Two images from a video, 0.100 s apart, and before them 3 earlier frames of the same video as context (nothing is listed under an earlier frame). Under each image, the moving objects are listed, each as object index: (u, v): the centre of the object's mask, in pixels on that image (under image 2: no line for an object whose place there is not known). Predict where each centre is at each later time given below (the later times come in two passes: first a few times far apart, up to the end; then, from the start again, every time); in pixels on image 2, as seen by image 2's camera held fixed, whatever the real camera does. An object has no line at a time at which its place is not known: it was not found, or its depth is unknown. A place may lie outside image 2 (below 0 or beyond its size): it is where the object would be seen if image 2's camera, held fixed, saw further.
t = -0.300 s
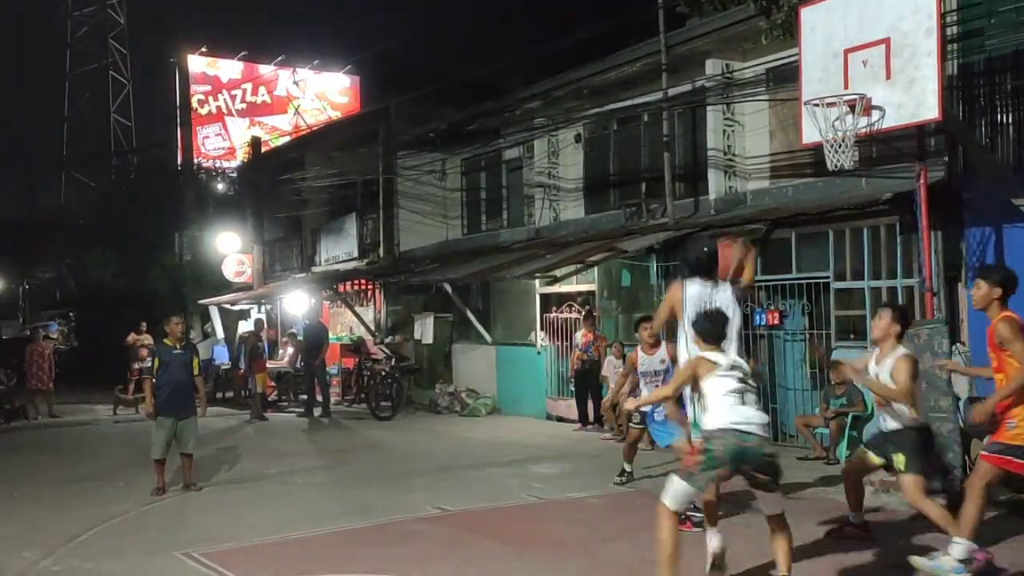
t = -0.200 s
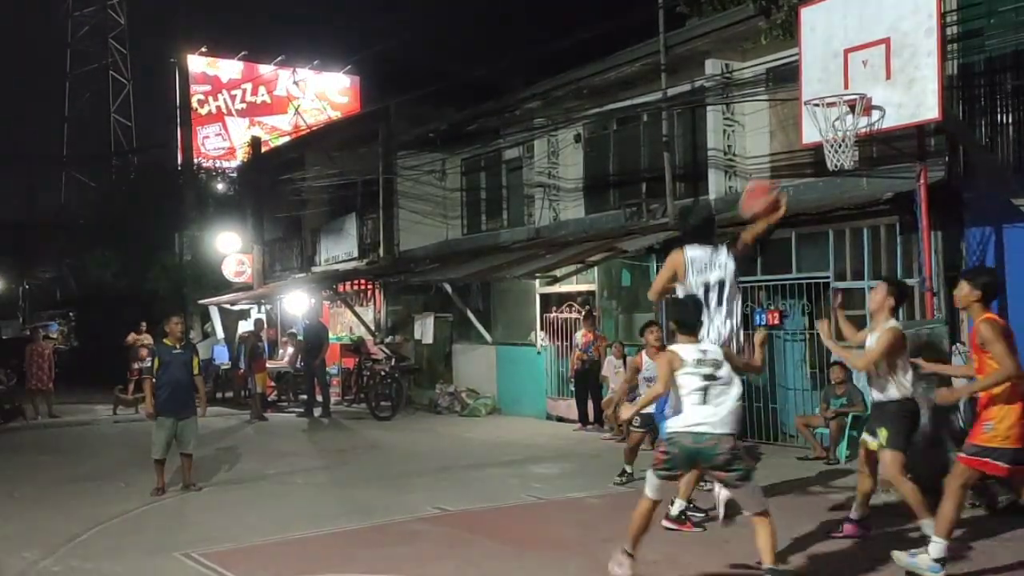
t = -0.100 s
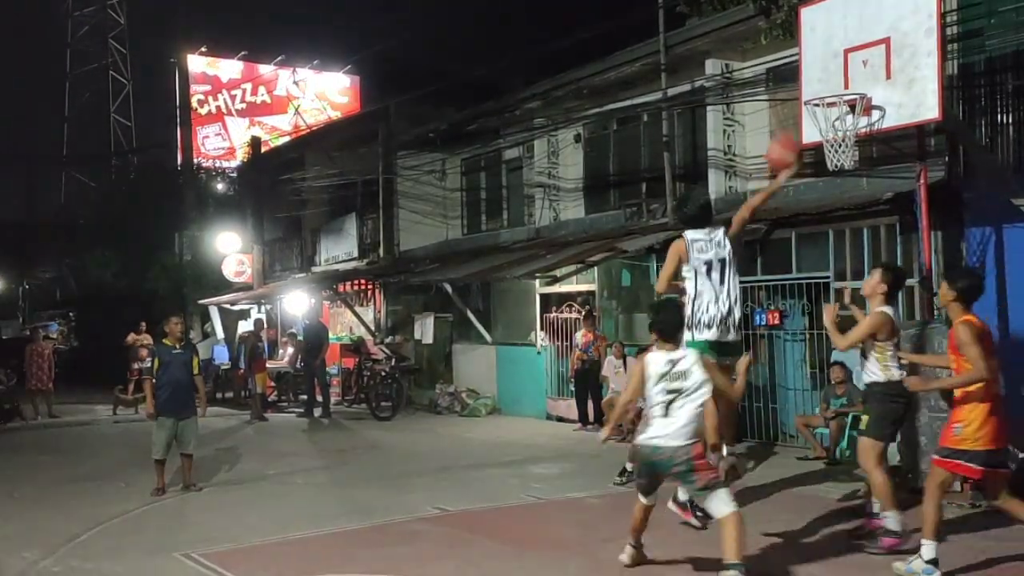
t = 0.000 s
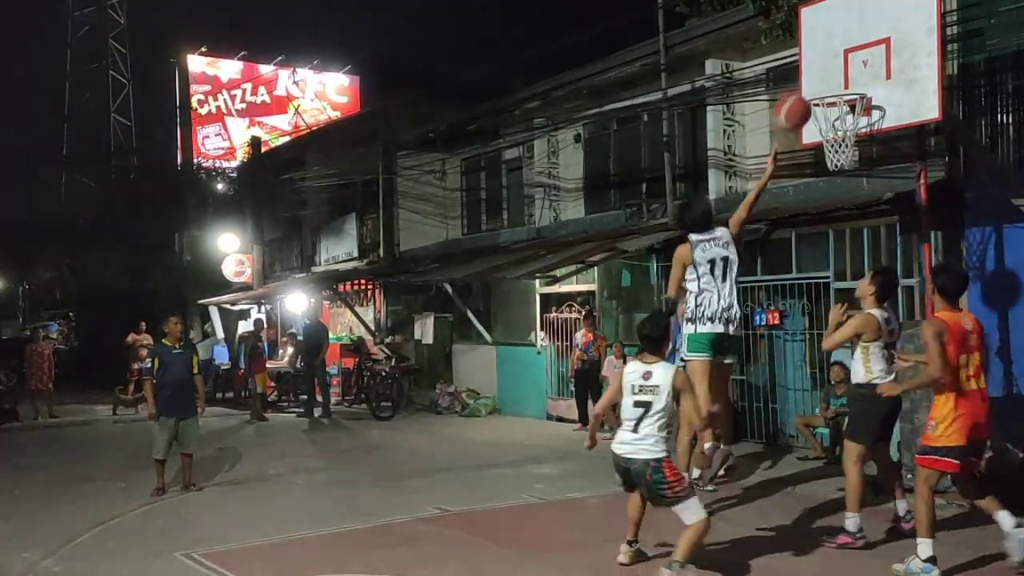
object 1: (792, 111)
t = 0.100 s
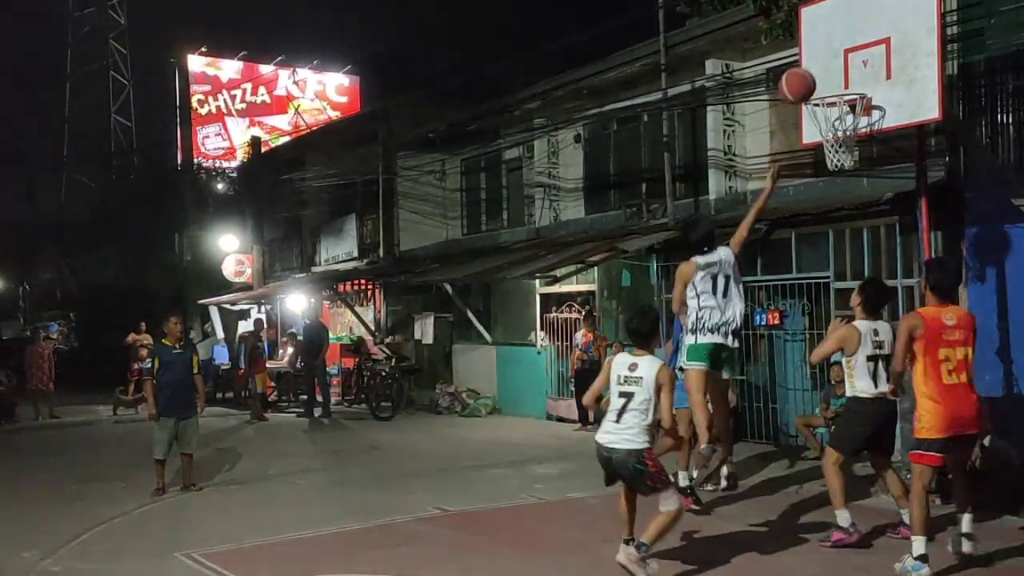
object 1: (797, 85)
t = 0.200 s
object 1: (802, 74)
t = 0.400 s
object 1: (811, 88)
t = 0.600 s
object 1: (792, 108)
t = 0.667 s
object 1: (786, 126)
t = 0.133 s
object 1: (799, 80)
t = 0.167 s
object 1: (800, 76)
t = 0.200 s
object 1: (802, 74)
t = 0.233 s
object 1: (804, 74)
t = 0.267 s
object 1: (806, 75)
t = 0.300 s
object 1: (807, 77)
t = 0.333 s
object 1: (809, 81)
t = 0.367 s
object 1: (811, 87)
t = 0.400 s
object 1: (811, 88)
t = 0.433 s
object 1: (808, 88)
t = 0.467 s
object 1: (805, 89)
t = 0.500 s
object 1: (801, 91)
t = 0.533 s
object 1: (798, 96)
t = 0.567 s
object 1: (795, 100)
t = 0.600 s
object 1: (792, 108)
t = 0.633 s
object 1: (789, 117)
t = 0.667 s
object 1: (786, 126)
